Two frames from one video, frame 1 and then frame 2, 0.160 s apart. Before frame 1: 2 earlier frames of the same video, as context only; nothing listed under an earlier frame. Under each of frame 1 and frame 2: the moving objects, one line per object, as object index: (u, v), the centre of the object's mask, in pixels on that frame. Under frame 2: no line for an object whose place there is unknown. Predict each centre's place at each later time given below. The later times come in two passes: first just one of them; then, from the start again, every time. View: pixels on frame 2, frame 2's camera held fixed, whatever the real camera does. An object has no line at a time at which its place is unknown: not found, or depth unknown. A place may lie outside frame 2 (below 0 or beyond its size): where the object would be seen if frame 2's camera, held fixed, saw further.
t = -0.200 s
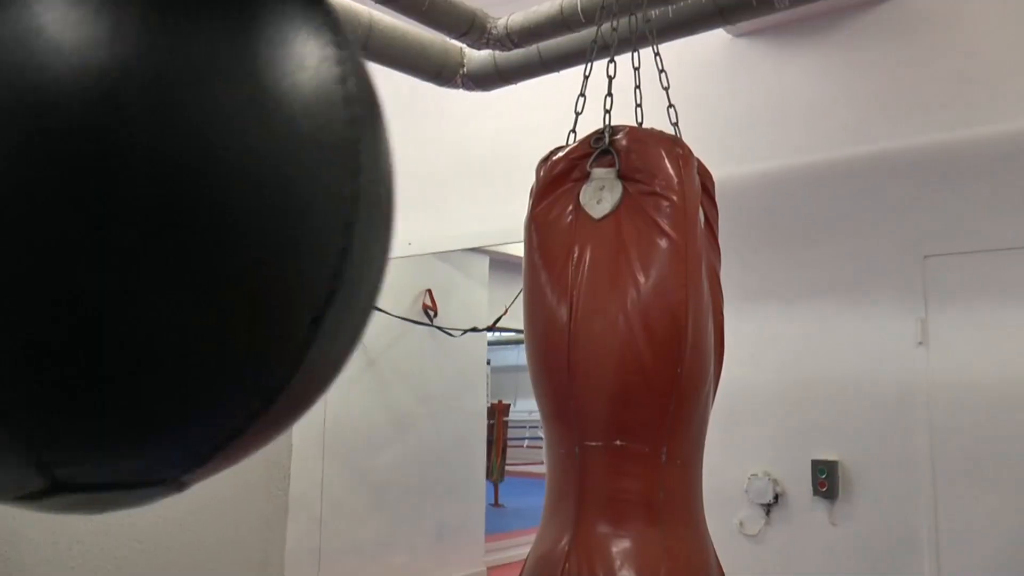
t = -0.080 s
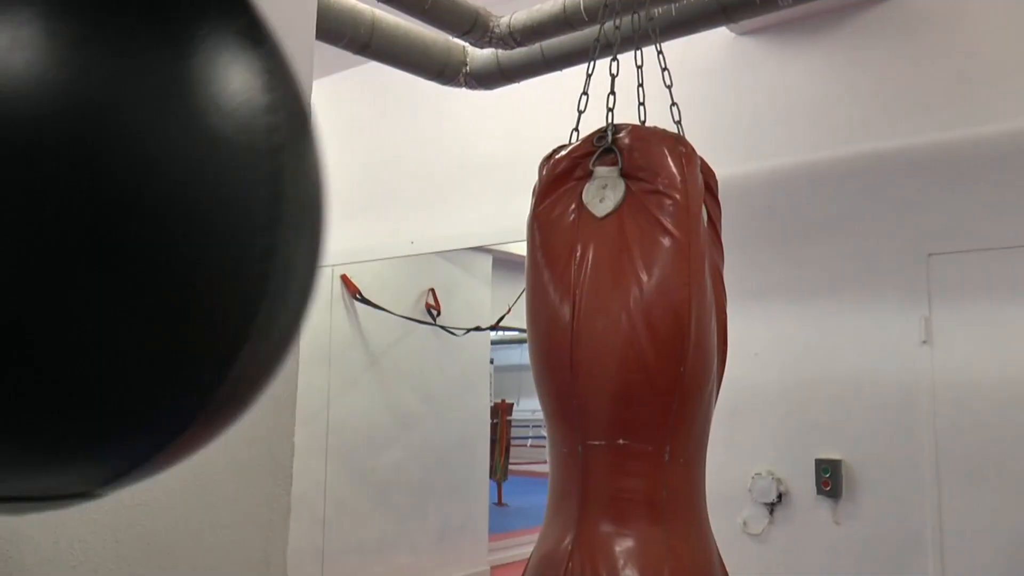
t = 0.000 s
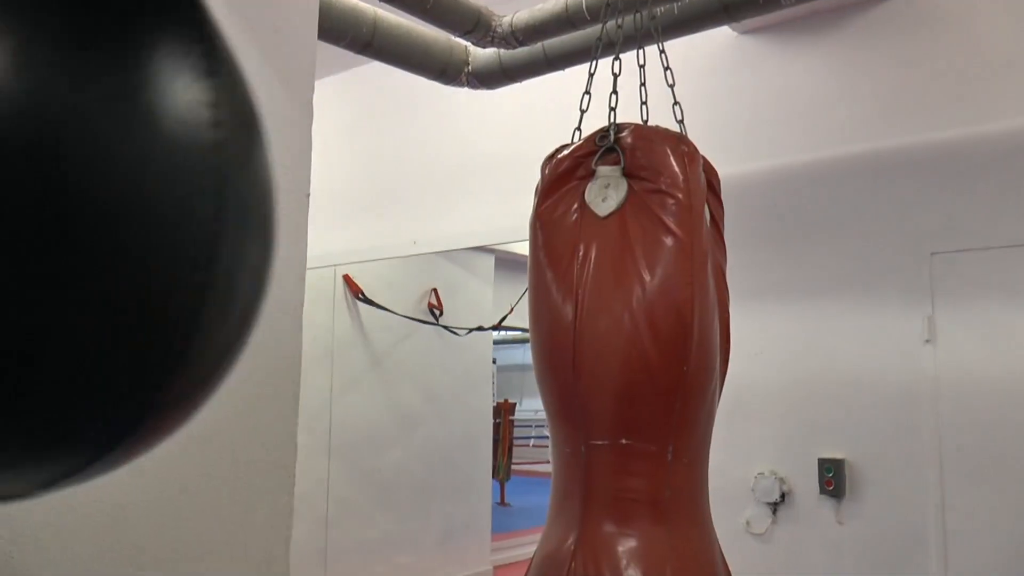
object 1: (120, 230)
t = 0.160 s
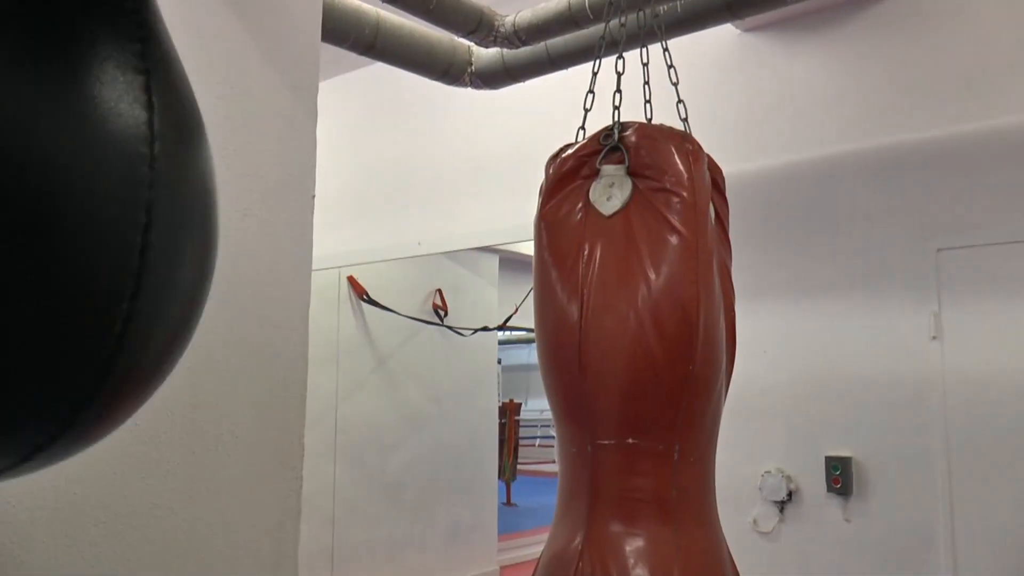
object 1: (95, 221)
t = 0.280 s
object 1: (93, 225)
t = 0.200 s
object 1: (92, 221)
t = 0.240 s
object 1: (92, 222)
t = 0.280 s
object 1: (93, 225)
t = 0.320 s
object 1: (98, 229)
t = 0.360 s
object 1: (104, 232)
